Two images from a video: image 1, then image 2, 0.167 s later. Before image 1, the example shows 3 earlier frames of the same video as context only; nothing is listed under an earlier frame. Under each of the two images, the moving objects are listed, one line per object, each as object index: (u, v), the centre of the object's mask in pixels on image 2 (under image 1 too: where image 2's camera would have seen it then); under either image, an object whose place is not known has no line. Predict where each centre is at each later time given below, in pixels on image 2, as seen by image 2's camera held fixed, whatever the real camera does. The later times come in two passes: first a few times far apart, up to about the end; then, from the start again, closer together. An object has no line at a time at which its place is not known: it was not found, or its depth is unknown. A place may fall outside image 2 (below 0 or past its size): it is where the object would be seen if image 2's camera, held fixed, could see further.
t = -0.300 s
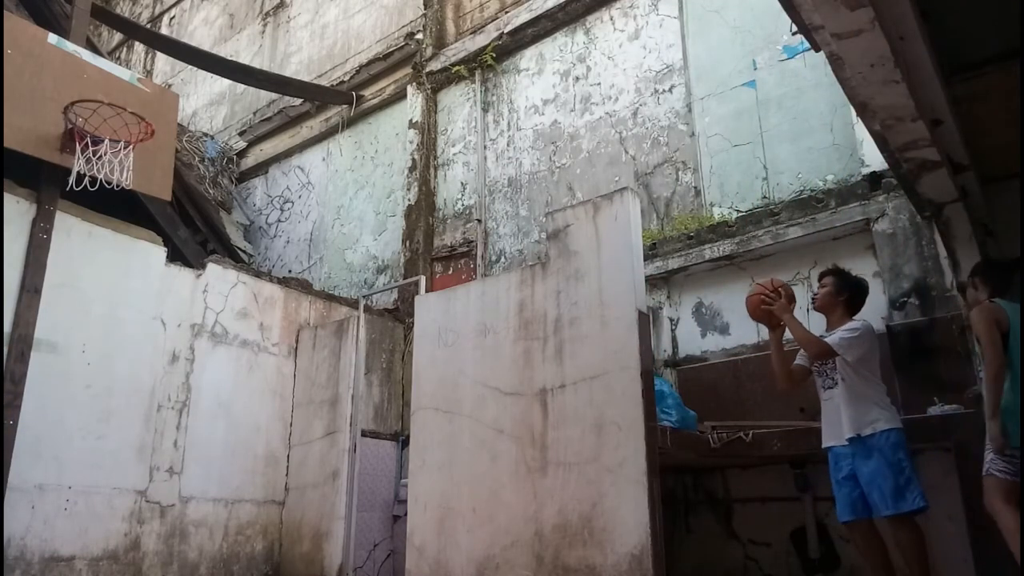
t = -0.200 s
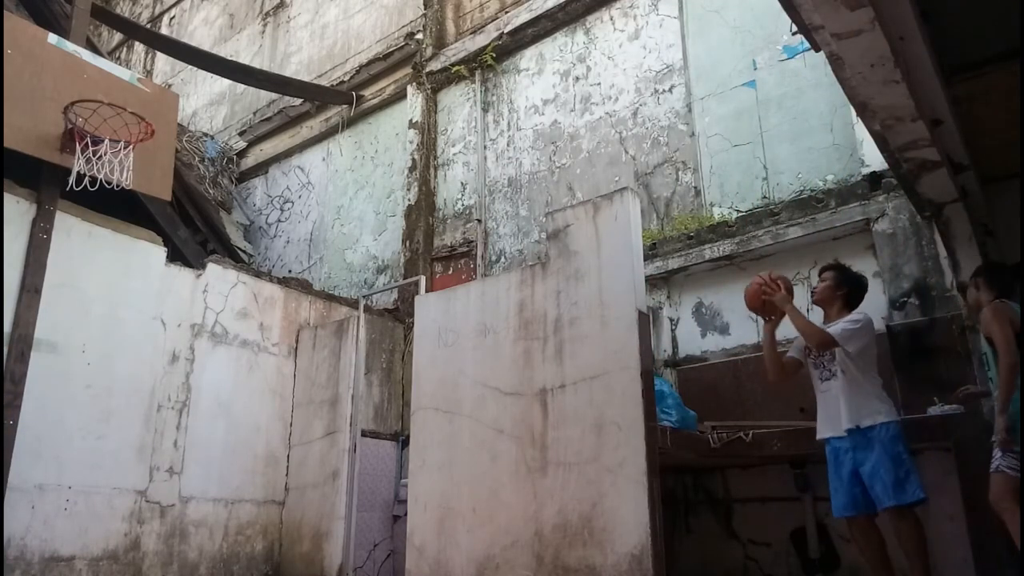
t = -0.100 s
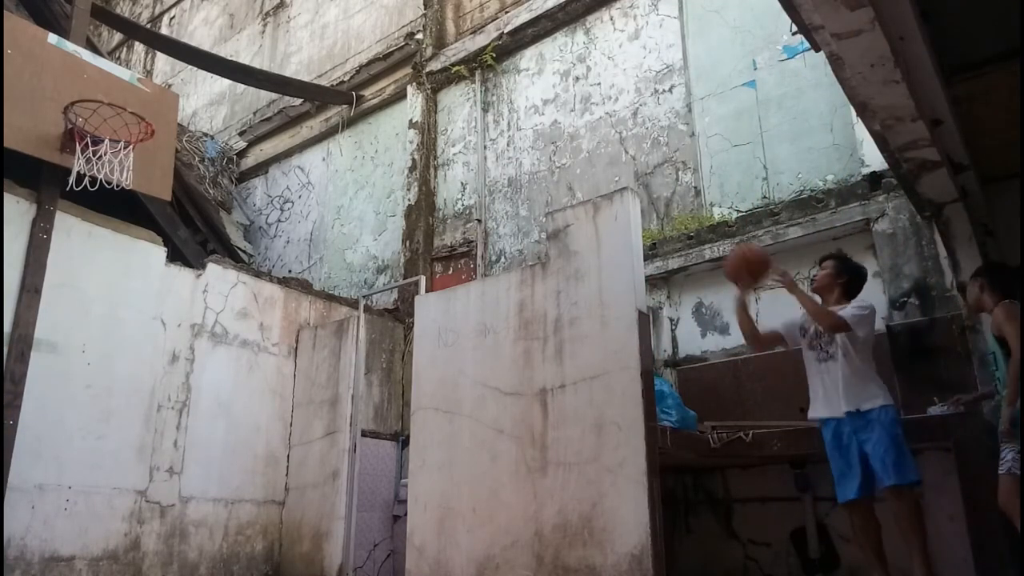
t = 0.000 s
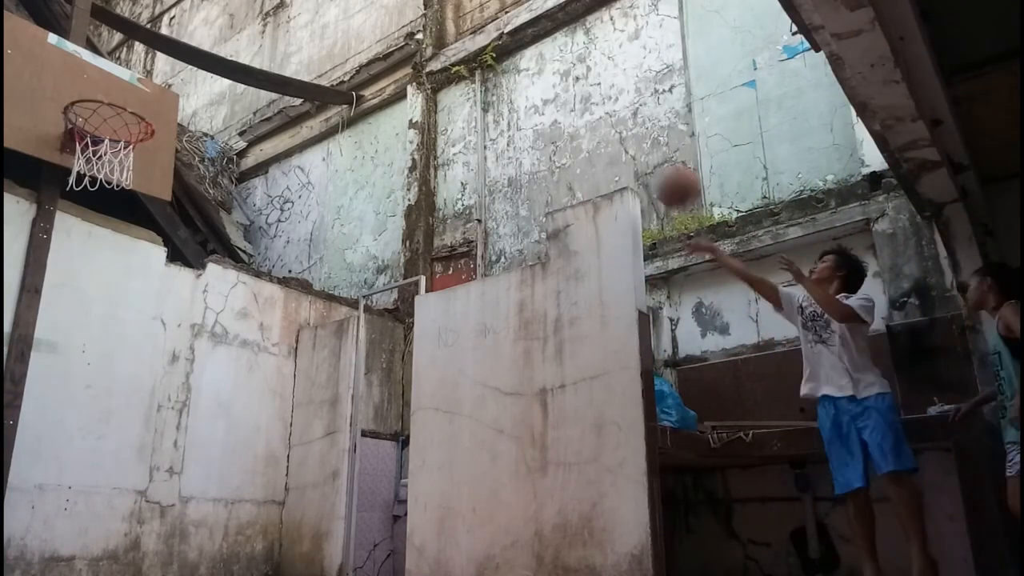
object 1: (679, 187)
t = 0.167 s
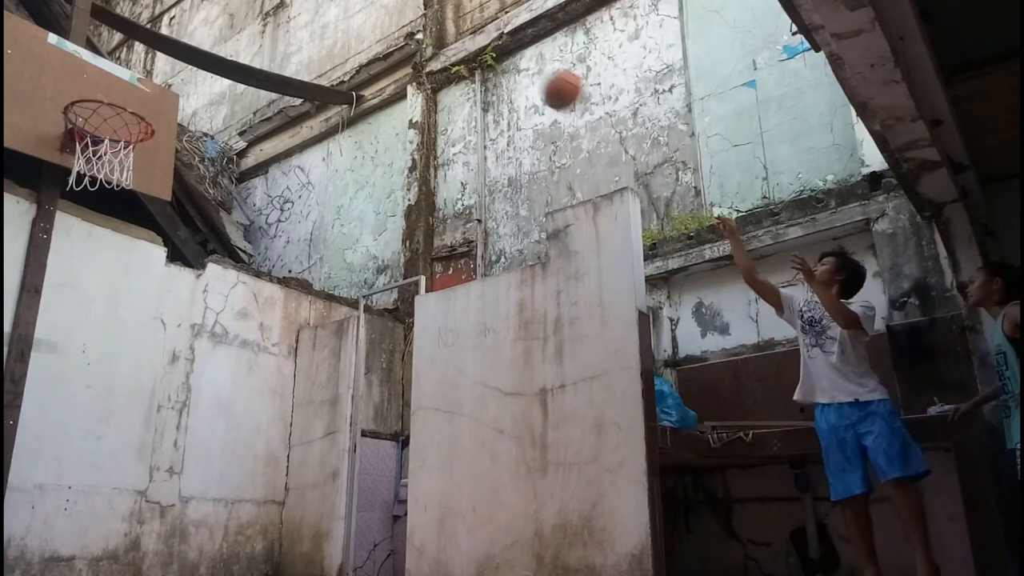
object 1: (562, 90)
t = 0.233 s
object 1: (518, 63)
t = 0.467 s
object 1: (382, 25)
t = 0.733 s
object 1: (228, 68)
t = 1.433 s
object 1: (85, 139)
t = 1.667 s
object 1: (31, 250)
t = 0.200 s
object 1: (541, 76)
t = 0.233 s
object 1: (518, 63)
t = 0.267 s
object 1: (501, 55)
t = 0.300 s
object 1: (479, 46)
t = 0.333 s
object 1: (459, 39)
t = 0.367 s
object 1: (440, 32)
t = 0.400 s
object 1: (422, 30)
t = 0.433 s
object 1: (402, 27)
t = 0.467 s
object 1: (382, 25)
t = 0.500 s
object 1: (362, 25)
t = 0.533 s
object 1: (344, 27)
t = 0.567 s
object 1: (324, 30)
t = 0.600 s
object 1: (306, 35)
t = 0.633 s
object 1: (287, 41)
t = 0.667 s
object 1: (268, 48)
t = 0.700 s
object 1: (248, 59)
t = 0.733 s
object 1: (228, 68)
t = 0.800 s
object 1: (187, 94)
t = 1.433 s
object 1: (85, 139)
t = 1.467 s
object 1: (79, 161)
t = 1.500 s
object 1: (74, 171)
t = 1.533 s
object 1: (69, 180)
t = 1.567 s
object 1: (63, 192)
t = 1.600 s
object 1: (55, 208)
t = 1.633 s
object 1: (43, 227)
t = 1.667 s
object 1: (31, 250)
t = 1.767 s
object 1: (13, 333)
